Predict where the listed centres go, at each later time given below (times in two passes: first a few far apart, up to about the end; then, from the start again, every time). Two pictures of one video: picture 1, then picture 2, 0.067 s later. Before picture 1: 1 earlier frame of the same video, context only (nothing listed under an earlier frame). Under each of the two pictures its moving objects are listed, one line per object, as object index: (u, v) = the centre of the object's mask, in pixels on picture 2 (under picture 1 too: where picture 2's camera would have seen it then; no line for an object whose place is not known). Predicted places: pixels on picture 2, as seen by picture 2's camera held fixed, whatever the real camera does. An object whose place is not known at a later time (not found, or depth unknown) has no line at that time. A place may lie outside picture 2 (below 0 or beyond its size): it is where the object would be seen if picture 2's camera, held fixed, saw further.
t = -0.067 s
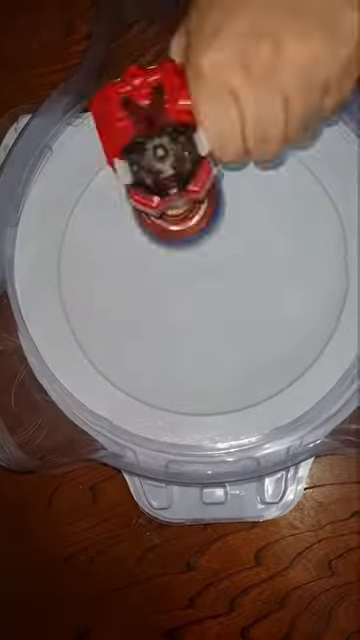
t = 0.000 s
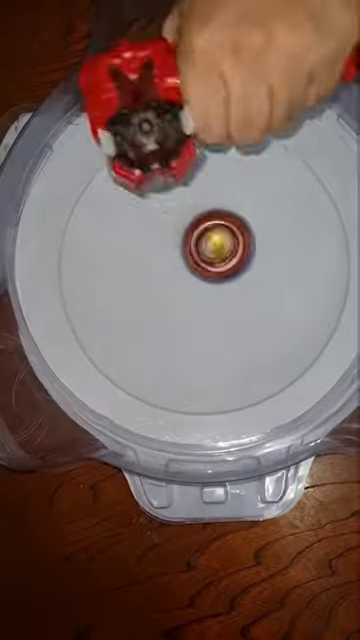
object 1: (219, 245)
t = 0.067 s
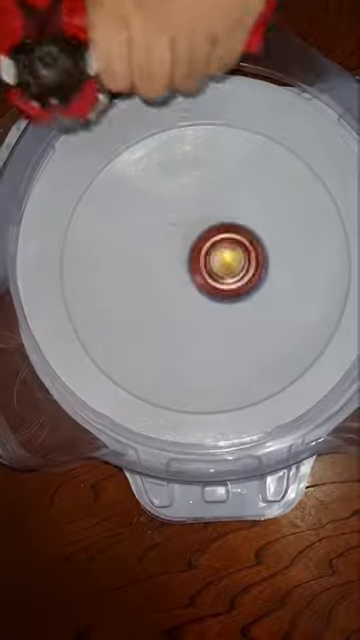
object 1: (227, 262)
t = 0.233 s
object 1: (245, 307)
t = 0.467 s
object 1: (254, 254)
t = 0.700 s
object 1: (143, 226)
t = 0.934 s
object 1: (104, 364)
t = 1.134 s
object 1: (267, 392)
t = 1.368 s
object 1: (317, 167)
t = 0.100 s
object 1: (232, 273)
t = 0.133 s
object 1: (236, 285)
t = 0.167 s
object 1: (238, 298)
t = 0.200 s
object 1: (239, 309)
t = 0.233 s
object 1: (245, 307)
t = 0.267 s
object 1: (250, 305)
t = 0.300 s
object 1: (254, 303)
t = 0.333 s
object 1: (256, 299)
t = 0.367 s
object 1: (259, 290)
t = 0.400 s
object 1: (261, 281)
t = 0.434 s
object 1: (259, 266)
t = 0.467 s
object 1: (254, 254)
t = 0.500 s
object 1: (247, 240)
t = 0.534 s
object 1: (235, 228)
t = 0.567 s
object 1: (219, 219)
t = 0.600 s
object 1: (202, 215)
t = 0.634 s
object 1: (182, 213)
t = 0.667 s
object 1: (161, 218)
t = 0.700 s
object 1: (143, 226)
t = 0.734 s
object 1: (125, 238)
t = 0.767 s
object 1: (111, 255)
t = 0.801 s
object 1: (100, 274)
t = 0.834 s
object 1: (92, 296)
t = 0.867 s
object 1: (91, 318)
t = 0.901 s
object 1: (95, 340)
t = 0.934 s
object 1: (104, 364)
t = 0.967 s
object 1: (120, 384)
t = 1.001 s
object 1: (143, 398)
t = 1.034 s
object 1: (172, 405)
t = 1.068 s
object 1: (202, 408)
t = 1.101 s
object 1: (235, 405)
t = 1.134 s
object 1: (267, 392)
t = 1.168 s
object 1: (297, 374)
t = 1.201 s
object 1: (321, 346)
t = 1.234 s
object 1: (334, 313)
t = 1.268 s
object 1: (339, 276)
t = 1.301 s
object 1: (339, 238)
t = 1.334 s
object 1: (334, 200)
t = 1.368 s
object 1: (317, 167)
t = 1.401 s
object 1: (287, 140)
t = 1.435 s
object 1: (252, 122)
